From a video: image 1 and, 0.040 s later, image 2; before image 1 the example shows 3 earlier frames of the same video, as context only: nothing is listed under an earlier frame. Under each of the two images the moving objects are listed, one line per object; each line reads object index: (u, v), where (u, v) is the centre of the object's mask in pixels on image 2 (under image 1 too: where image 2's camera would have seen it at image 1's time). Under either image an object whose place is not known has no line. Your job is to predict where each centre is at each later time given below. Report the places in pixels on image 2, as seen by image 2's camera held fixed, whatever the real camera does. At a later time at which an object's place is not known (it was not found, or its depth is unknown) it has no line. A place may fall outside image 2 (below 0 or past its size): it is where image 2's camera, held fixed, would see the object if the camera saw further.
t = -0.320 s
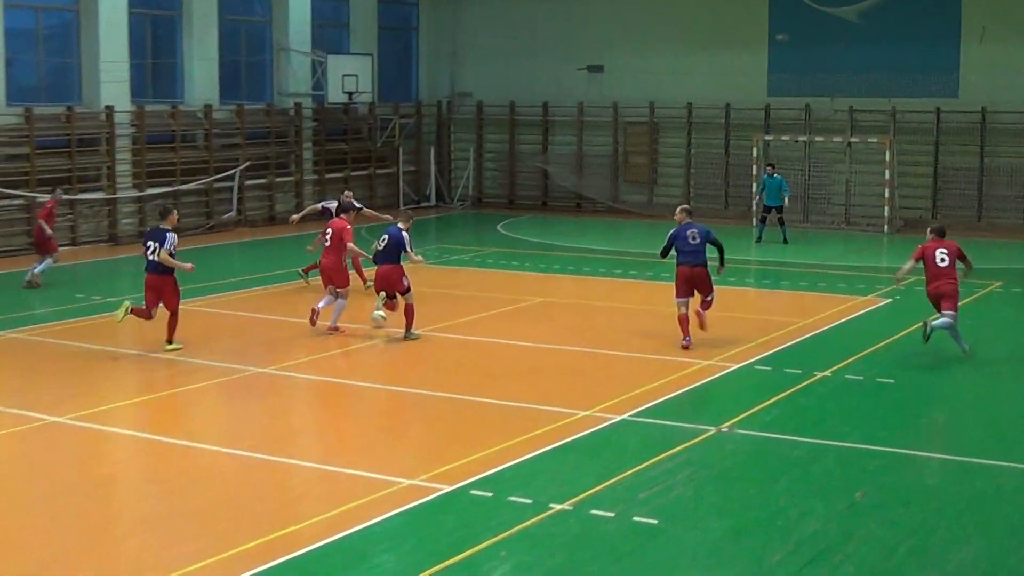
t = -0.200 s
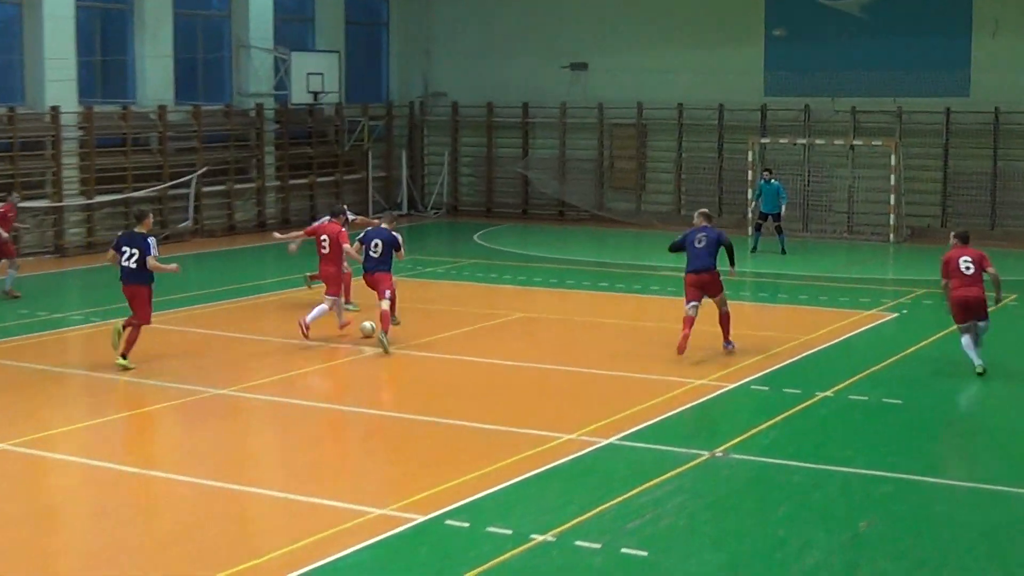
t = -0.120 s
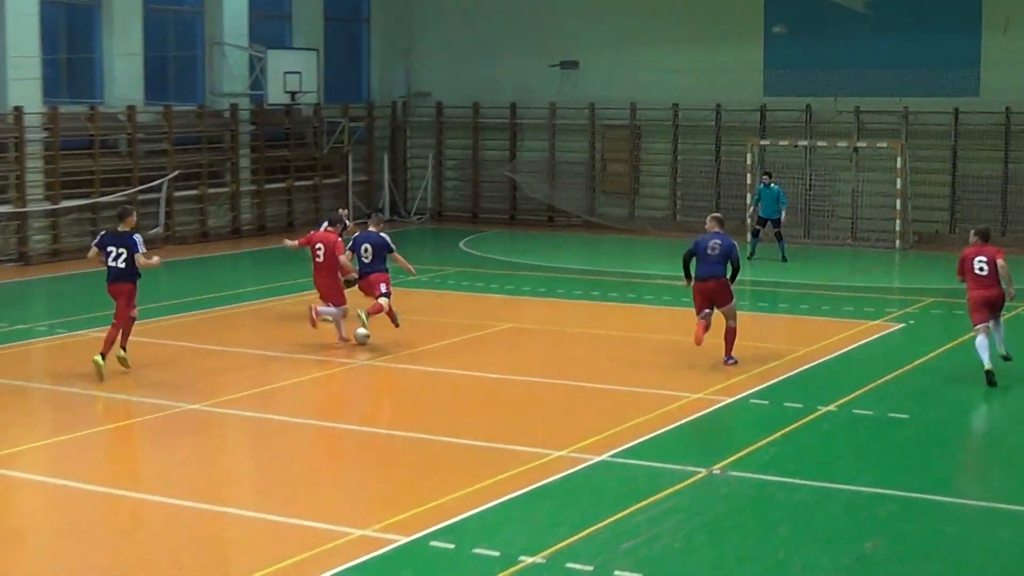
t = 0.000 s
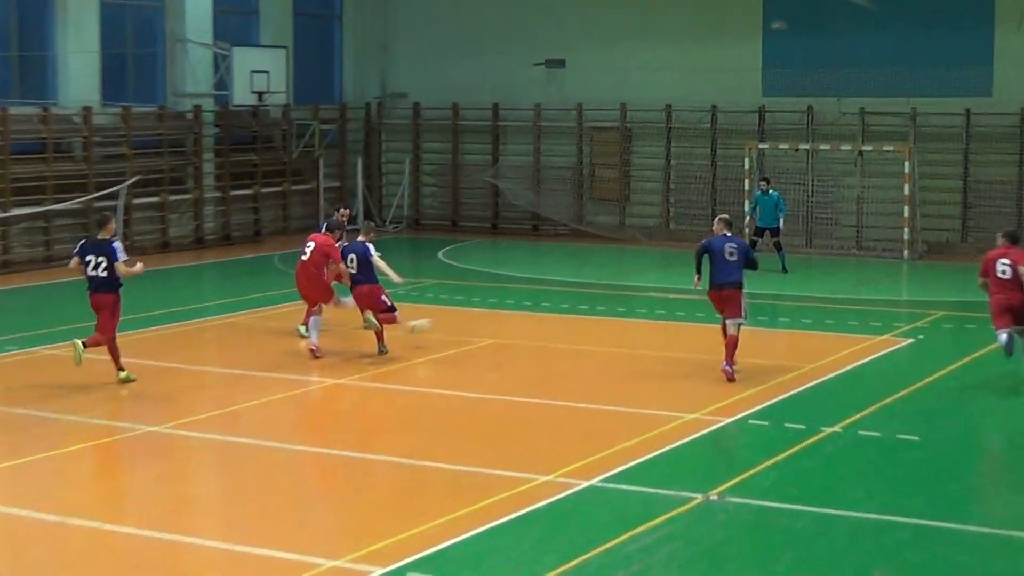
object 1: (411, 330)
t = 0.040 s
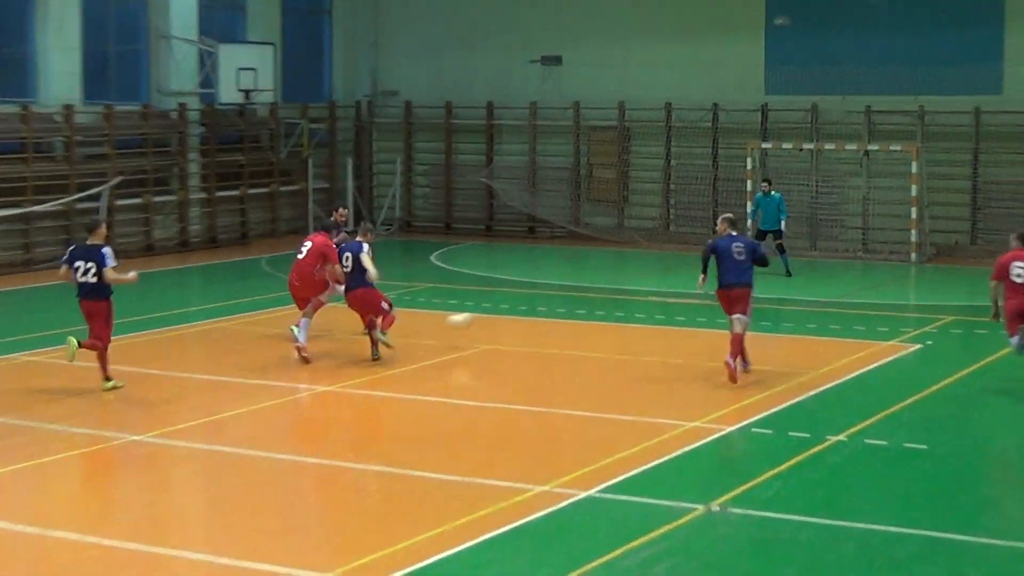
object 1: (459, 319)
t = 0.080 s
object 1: (507, 310)
